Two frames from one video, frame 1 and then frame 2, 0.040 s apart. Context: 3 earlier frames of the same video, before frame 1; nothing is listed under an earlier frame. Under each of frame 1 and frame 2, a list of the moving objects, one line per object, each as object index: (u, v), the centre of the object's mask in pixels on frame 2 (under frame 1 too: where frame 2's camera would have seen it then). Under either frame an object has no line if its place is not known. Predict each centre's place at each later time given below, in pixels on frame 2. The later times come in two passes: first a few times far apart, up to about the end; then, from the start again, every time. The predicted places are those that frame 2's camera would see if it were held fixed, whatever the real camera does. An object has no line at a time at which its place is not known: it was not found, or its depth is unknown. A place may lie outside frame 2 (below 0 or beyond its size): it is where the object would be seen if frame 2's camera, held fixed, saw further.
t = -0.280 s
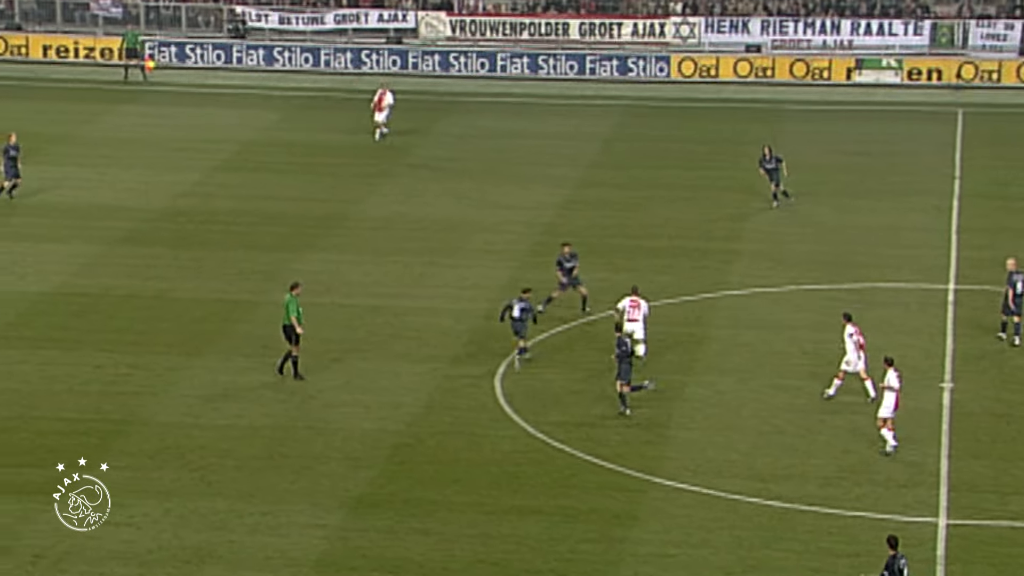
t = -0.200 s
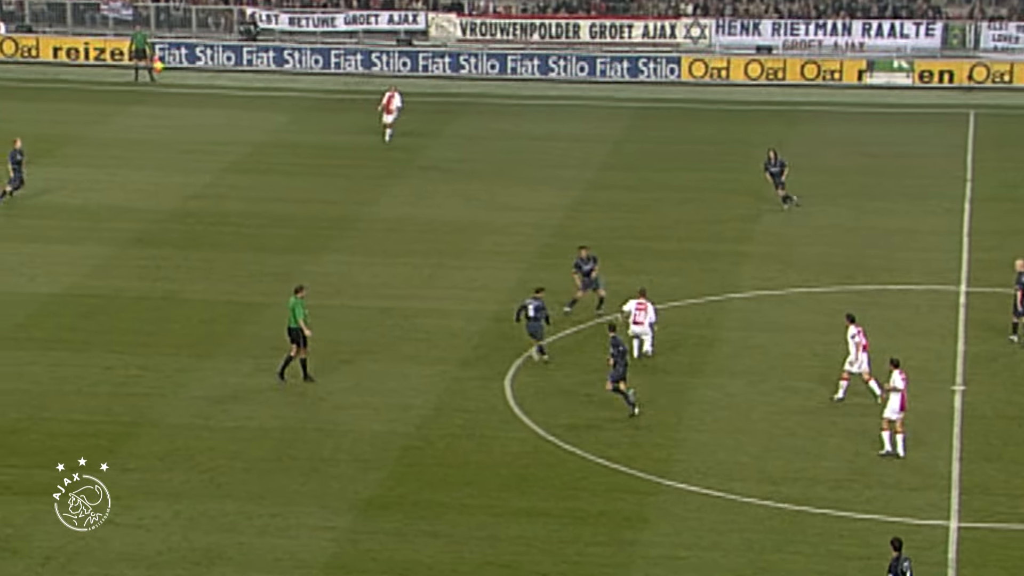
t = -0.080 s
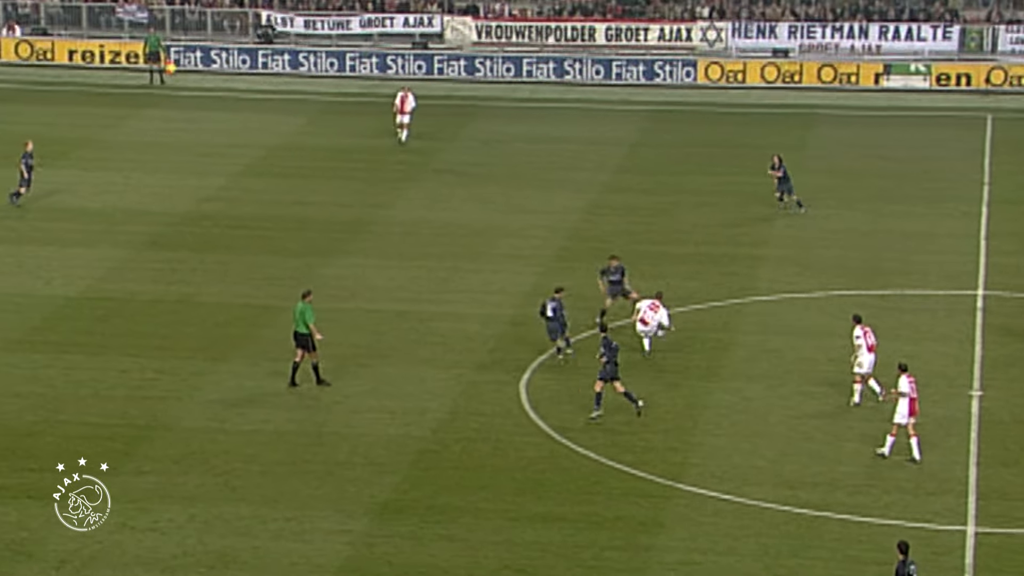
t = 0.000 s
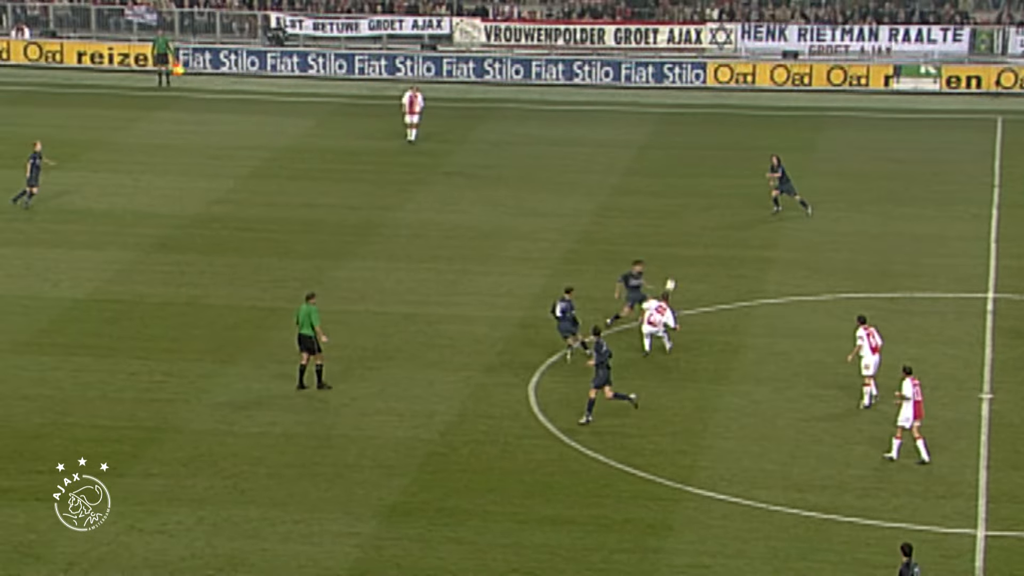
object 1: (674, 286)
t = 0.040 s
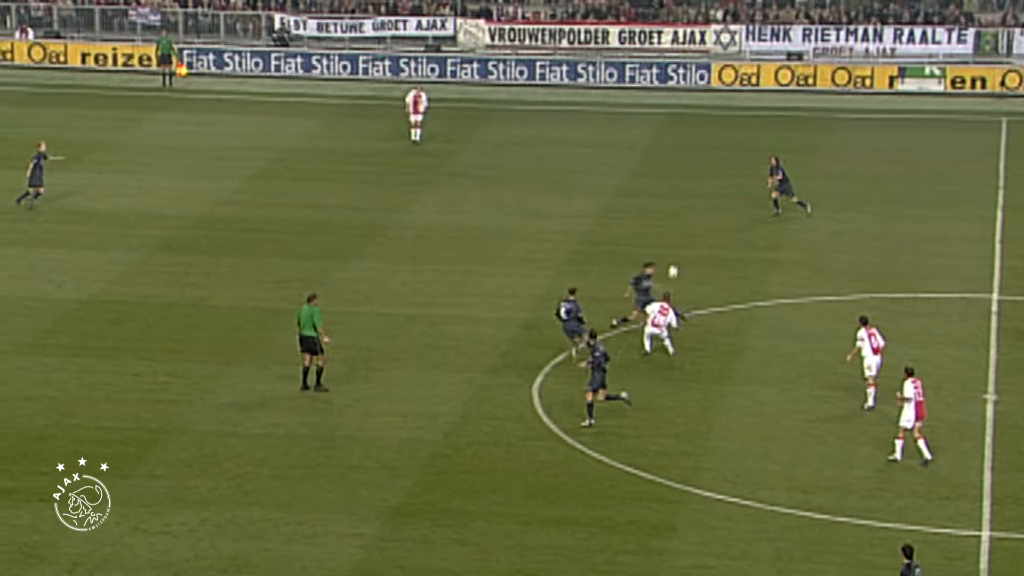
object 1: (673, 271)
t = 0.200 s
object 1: (665, 225)
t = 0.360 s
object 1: (654, 193)
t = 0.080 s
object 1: (671, 259)
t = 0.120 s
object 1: (669, 246)
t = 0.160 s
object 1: (668, 235)
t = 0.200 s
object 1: (665, 225)
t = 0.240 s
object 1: (663, 215)
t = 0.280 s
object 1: (661, 207)
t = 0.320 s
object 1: (657, 199)
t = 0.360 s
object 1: (654, 193)
